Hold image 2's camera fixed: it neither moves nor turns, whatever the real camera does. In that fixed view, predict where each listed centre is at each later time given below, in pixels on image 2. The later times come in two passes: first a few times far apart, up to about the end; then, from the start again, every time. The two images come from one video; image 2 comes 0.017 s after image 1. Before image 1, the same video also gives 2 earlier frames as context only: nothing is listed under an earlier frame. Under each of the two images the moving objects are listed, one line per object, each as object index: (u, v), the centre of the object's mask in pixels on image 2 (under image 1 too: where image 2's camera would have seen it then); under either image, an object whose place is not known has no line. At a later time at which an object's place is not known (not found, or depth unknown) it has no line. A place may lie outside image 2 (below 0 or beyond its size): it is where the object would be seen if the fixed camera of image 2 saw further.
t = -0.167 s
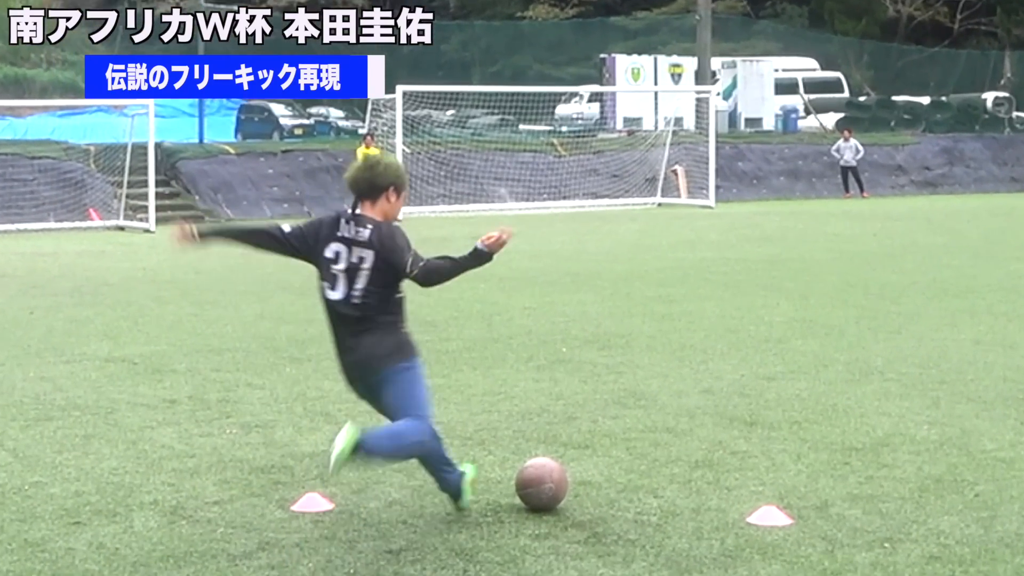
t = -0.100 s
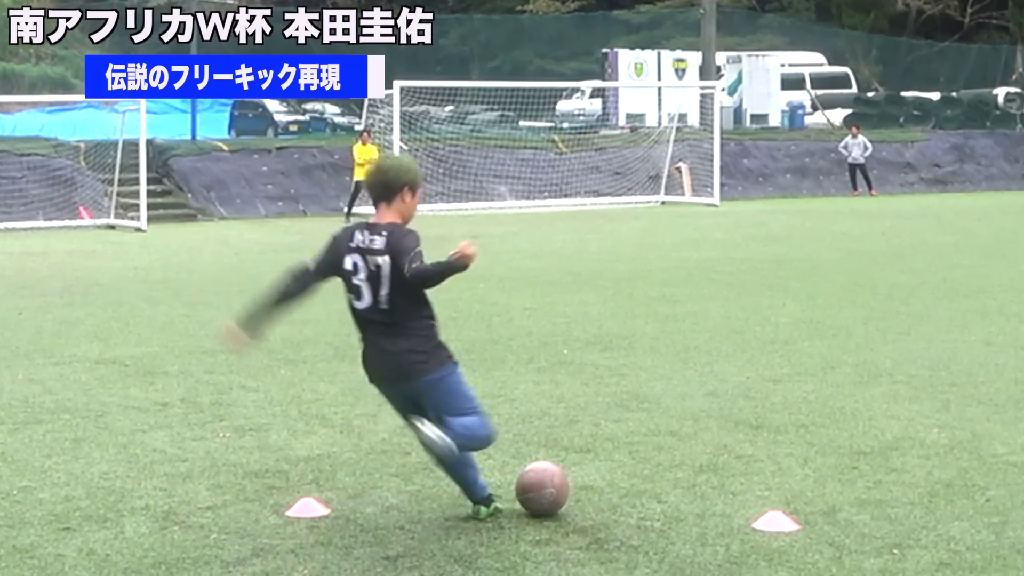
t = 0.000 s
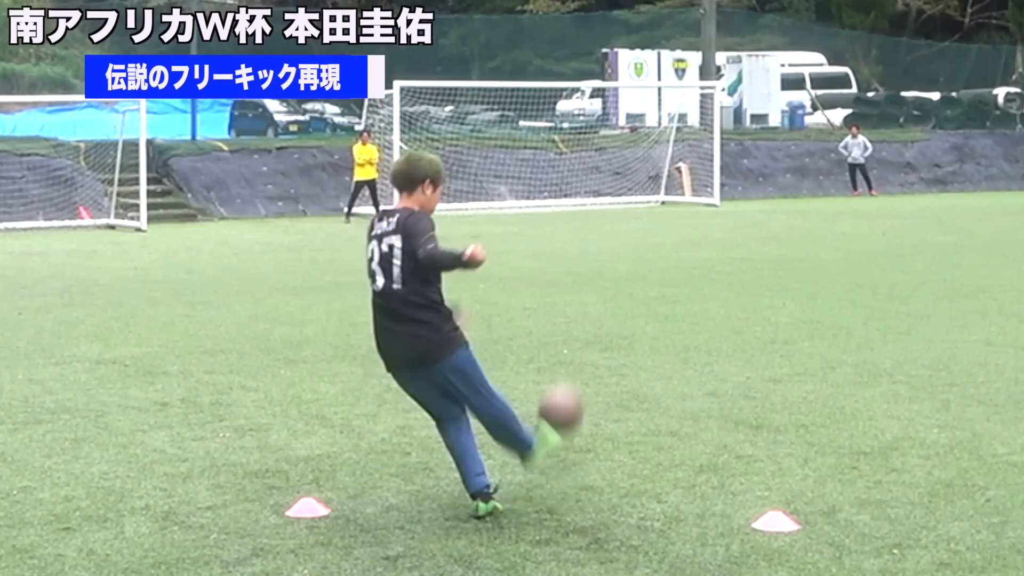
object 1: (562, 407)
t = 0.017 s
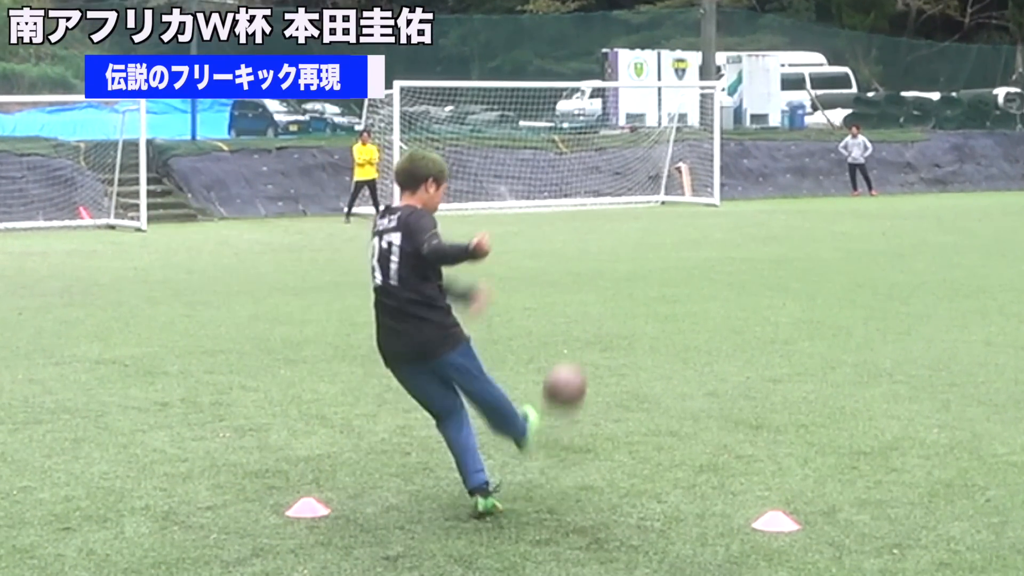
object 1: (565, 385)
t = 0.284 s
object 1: (587, 205)
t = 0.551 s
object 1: (579, 158)
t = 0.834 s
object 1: (560, 156)
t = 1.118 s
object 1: (539, 181)
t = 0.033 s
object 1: (568, 364)
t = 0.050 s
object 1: (571, 347)
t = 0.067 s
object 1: (574, 330)
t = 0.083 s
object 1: (577, 315)
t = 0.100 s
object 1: (579, 301)
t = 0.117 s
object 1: (581, 289)
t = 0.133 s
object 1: (583, 277)
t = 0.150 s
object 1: (584, 266)
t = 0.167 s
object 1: (585, 256)
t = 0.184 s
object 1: (586, 247)
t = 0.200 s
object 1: (587, 238)
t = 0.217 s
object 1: (587, 231)
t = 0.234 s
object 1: (587, 224)
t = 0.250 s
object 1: (587, 218)
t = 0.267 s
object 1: (587, 212)
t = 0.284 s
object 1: (587, 205)
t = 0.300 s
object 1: (587, 200)
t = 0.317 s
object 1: (587, 195)
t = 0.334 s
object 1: (586, 190)
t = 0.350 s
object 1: (586, 186)
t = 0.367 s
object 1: (585, 183)
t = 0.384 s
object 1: (585, 180)
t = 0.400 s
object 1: (585, 176)
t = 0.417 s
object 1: (584, 173)
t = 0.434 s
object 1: (583, 170)
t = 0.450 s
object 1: (582, 168)
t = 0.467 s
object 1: (582, 166)
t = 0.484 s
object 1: (581, 164)
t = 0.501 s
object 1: (581, 162)
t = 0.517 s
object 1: (580, 161)
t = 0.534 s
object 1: (579, 159)
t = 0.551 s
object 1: (579, 158)
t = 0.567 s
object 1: (577, 157)
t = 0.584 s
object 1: (577, 156)
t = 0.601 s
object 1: (576, 156)
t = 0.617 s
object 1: (575, 155)
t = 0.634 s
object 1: (573, 154)
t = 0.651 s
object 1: (573, 154)
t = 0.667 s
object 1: (572, 154)
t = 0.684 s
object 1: (571, 153)
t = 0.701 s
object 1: (569, 153)
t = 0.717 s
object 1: (568, 153)
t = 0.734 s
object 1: (567, 153)
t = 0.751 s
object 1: (566, 154)
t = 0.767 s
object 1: (564, 154)
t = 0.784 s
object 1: (563, 154)
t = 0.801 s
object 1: (562, 154)
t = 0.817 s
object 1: (561, 155)
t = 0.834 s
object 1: (560, 156)
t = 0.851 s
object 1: (558, 157)
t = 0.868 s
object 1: (557, 158)
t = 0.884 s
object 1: (557, 159)
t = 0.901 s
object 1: (555, 160)
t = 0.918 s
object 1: (554, 161)
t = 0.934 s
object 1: (553, 163)
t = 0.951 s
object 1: (552, 164)
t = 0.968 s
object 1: (550, 166)
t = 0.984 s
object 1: (549, 167)
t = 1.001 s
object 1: (548, 168)
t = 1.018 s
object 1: (547, 170)
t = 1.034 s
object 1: (545, 172)
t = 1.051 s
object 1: (544, 173)
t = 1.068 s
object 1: (543, 175)
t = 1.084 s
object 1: (542, 177)
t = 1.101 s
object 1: (540, 179)
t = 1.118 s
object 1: (539, 181)
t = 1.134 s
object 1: (538, 183)
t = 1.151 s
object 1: (536, 185)
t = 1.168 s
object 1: (535, 187)
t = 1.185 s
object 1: (534, 189)
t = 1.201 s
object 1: (532, 192)
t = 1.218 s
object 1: (531, 194)
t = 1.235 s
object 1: (530, 196)
